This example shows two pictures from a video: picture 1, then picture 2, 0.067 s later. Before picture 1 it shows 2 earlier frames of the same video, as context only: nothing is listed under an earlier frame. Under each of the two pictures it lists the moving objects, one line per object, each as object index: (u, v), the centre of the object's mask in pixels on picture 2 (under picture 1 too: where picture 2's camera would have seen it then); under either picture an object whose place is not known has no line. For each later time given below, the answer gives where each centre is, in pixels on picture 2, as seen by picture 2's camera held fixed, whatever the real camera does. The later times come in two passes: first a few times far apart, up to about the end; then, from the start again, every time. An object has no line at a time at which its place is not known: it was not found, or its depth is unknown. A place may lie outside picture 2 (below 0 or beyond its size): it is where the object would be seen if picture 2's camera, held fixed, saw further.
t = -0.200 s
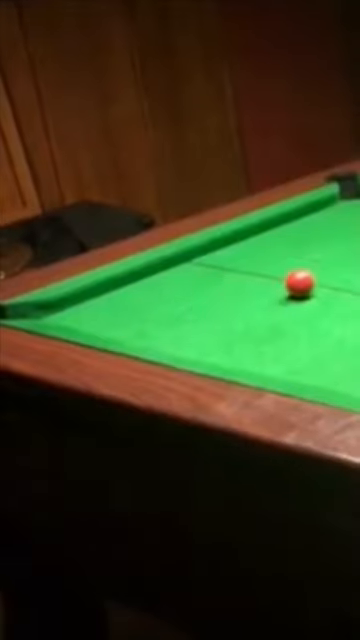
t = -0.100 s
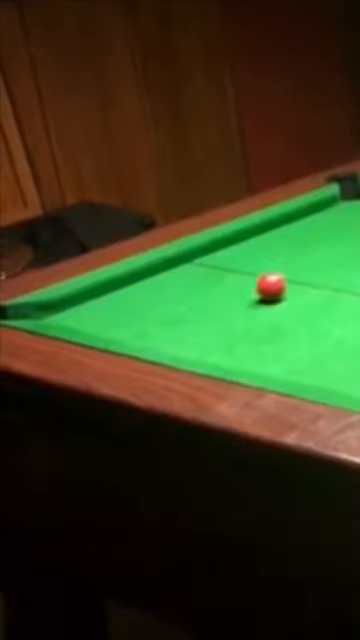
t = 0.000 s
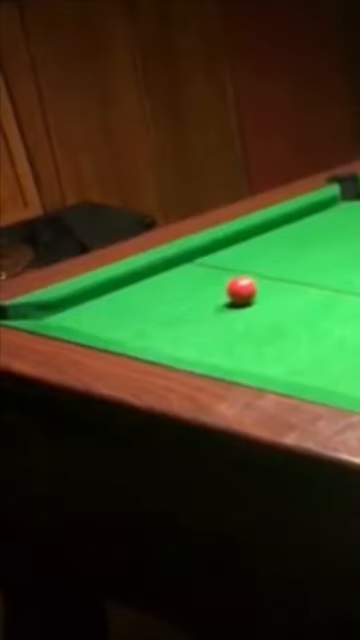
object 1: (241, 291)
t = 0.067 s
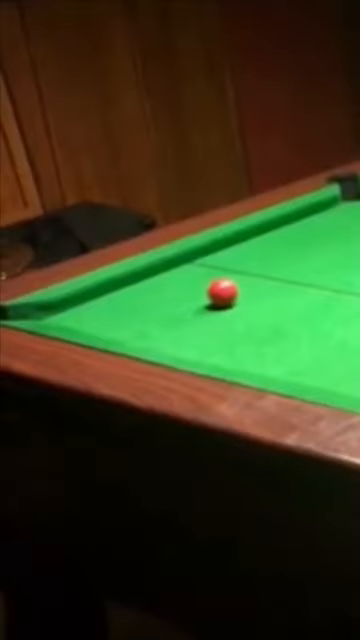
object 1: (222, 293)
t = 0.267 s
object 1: (165, 299)
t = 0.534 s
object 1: (94, 305)
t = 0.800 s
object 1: (37, 311)
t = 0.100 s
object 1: (213, 294)
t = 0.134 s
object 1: (203, 295)
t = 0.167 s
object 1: (194, 296)
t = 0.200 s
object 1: (184, 297)
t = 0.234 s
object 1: (175, 298)
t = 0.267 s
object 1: (165, 299)
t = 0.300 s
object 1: (157, 300)
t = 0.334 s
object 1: (148, 301)
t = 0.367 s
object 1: (139, 302)
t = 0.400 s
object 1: (129, 302)
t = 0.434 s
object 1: (120, 303)
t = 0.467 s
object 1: (112, 304)
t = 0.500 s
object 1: (103, 304)
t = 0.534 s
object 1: (94, 305)
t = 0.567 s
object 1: (86, 306)
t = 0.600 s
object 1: (78, 307)
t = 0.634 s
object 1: (70, 308)
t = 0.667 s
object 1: (61, 308)
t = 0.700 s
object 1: (53, 309)
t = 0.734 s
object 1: (47, 309)
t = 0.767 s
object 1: (42, 310)
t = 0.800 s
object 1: (37, 311)
